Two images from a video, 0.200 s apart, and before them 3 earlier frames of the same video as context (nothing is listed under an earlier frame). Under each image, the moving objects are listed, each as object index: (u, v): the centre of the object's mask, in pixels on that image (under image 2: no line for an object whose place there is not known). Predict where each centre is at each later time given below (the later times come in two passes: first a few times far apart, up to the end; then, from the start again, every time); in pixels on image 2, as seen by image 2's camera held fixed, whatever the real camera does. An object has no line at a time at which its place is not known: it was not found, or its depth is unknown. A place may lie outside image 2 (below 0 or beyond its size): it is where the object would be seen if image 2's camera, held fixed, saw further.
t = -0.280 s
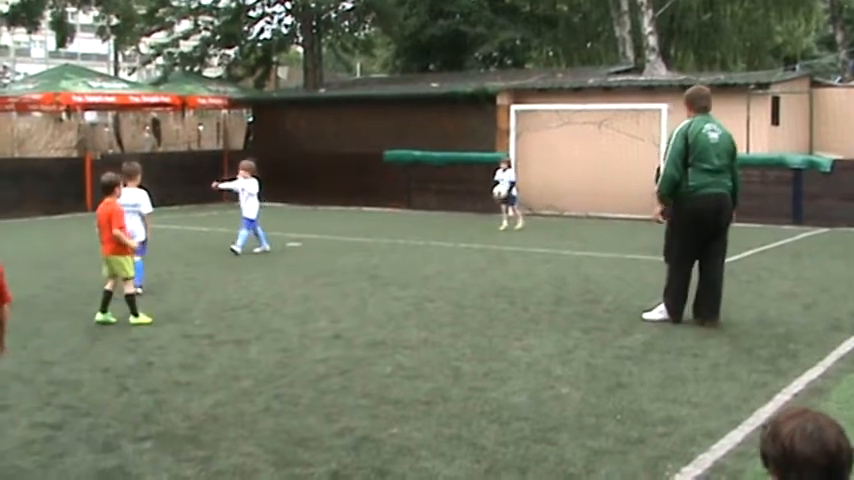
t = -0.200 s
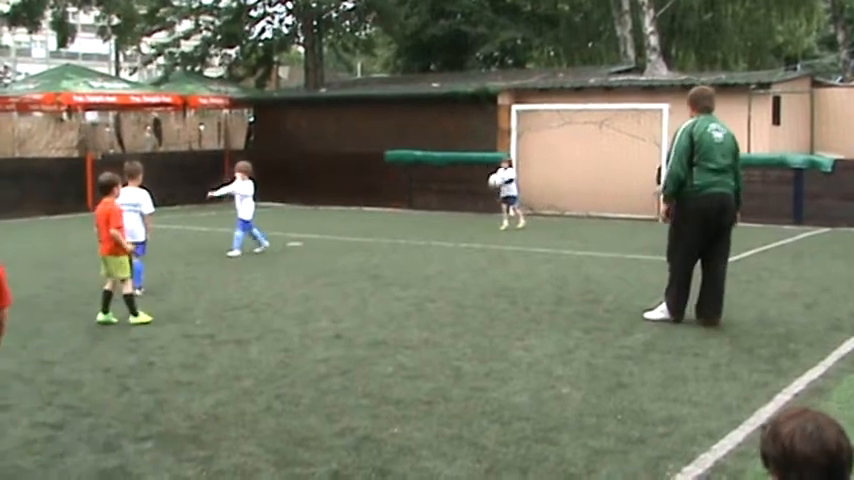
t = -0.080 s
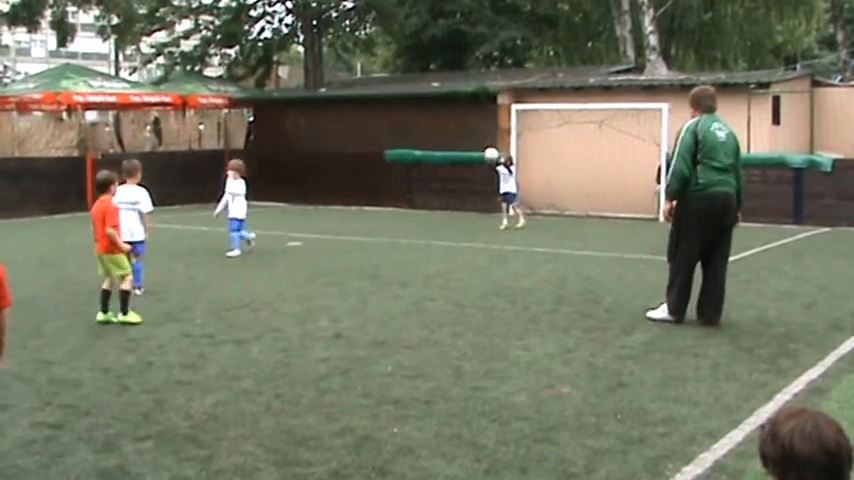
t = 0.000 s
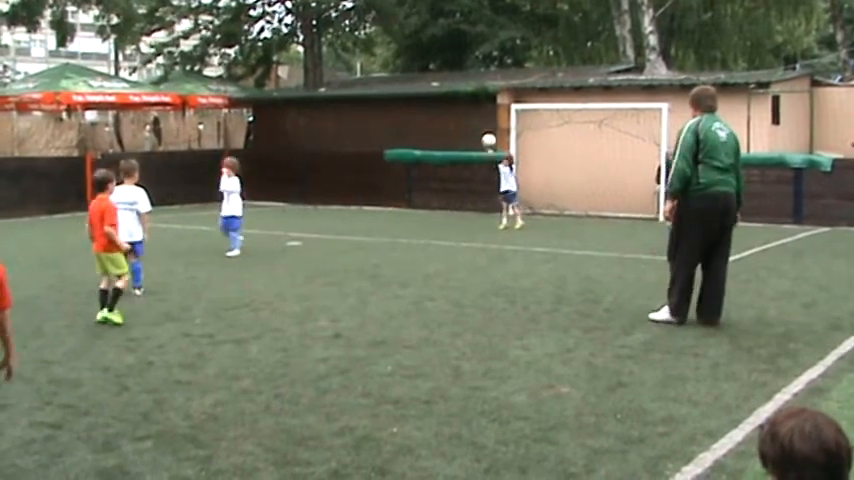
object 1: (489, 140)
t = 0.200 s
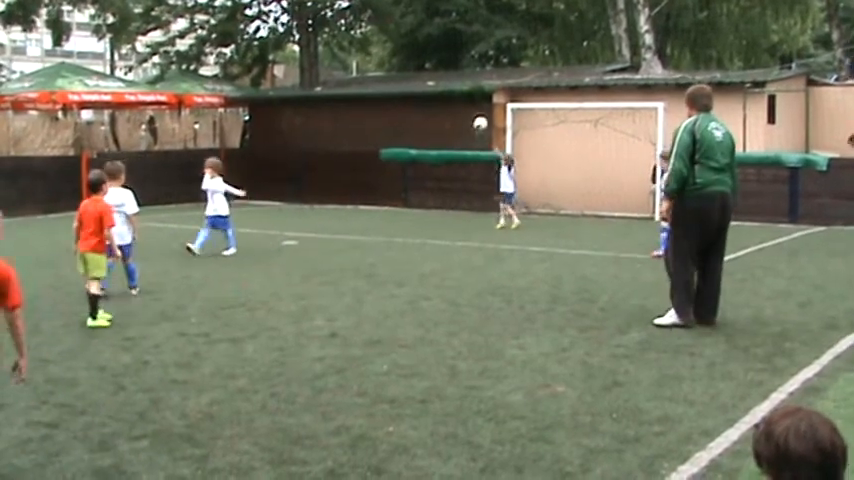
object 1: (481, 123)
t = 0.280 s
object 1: (479, 123)
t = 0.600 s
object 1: (473, 167)
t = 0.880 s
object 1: (469, 201)
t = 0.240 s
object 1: (480, 123)
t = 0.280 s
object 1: (479, 123)
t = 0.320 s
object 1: (478, 125)
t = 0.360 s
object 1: (477, 128)
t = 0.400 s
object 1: (477, 133)
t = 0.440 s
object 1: (476, 137)
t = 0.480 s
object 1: (475, 143)
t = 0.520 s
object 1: (474, 149)
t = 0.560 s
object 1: (474, 158)
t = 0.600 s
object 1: (473, 167)
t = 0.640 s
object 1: (472, 177)
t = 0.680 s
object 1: (471, 188)
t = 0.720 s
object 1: (471, 199)
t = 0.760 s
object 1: (470, 211)
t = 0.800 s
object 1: (470, 220)
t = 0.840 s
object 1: (470, 209)
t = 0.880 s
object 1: (469, 201)
